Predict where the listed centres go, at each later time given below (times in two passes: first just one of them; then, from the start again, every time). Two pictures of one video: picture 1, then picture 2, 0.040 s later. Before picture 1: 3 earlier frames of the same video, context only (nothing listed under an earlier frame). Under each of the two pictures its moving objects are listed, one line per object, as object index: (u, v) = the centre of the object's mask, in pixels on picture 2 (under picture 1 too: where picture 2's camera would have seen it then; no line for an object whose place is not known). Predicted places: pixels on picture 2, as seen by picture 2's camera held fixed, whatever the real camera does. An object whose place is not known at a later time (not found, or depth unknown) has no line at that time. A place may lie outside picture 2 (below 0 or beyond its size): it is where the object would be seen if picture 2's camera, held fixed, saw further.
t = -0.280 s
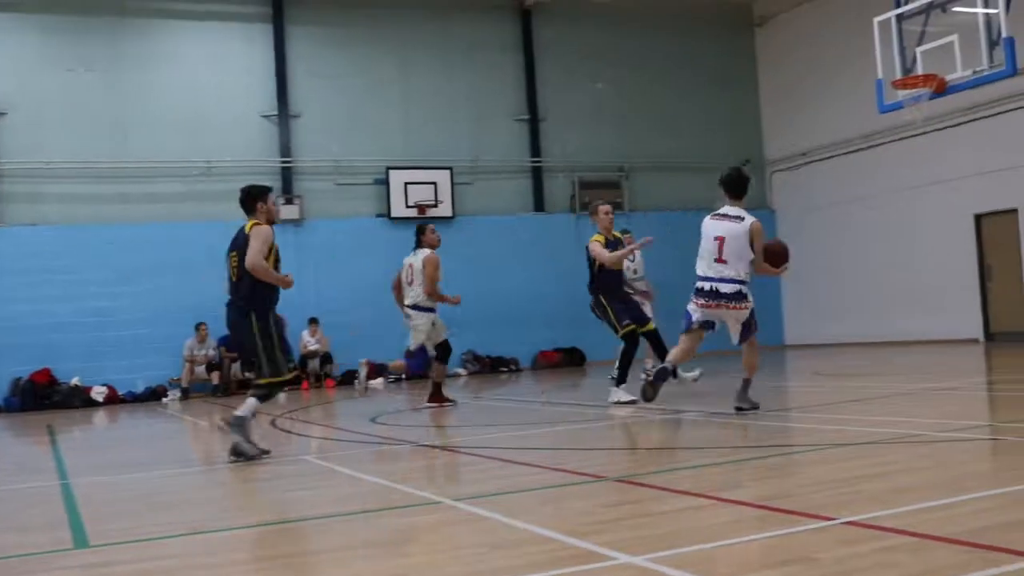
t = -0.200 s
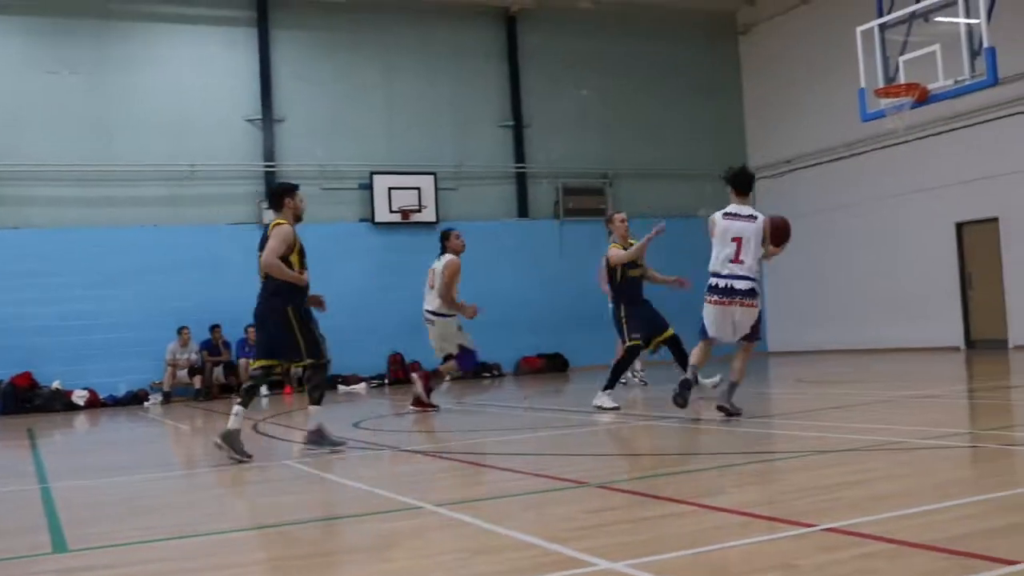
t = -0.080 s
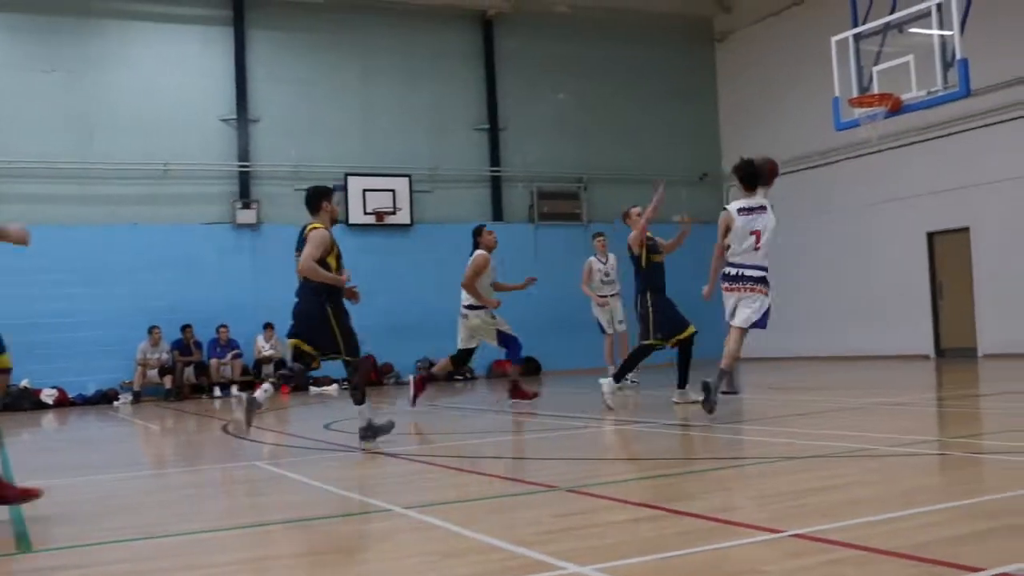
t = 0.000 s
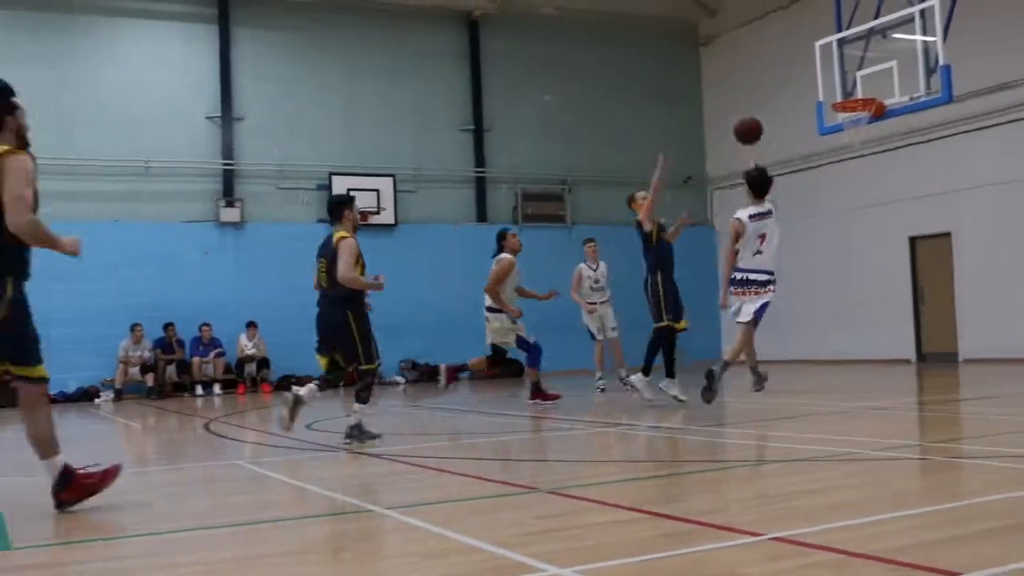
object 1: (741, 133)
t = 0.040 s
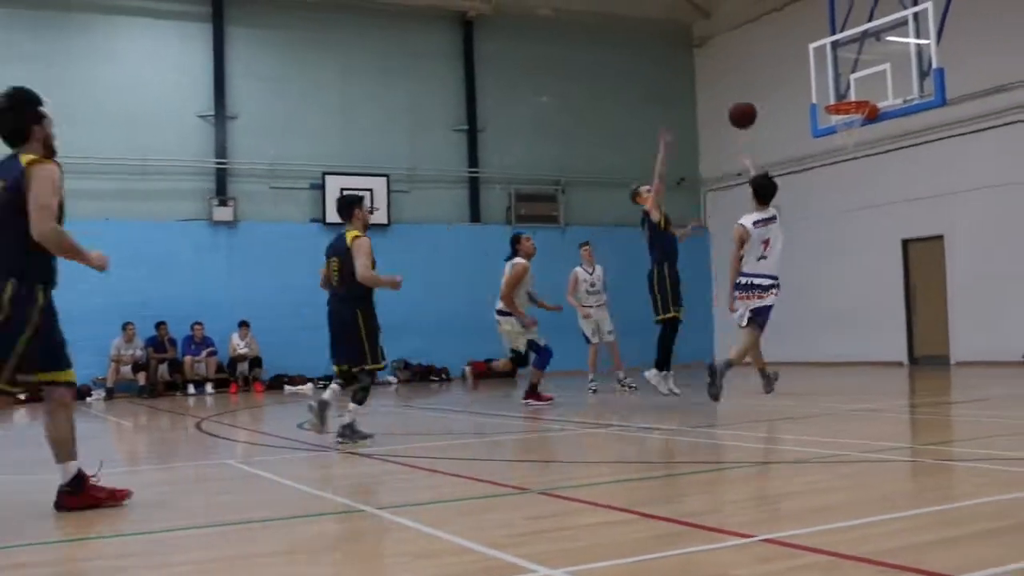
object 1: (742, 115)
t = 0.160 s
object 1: (745, 76)
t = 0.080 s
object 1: (743, 100)
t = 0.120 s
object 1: (744, 87)
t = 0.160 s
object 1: (745, 76)
